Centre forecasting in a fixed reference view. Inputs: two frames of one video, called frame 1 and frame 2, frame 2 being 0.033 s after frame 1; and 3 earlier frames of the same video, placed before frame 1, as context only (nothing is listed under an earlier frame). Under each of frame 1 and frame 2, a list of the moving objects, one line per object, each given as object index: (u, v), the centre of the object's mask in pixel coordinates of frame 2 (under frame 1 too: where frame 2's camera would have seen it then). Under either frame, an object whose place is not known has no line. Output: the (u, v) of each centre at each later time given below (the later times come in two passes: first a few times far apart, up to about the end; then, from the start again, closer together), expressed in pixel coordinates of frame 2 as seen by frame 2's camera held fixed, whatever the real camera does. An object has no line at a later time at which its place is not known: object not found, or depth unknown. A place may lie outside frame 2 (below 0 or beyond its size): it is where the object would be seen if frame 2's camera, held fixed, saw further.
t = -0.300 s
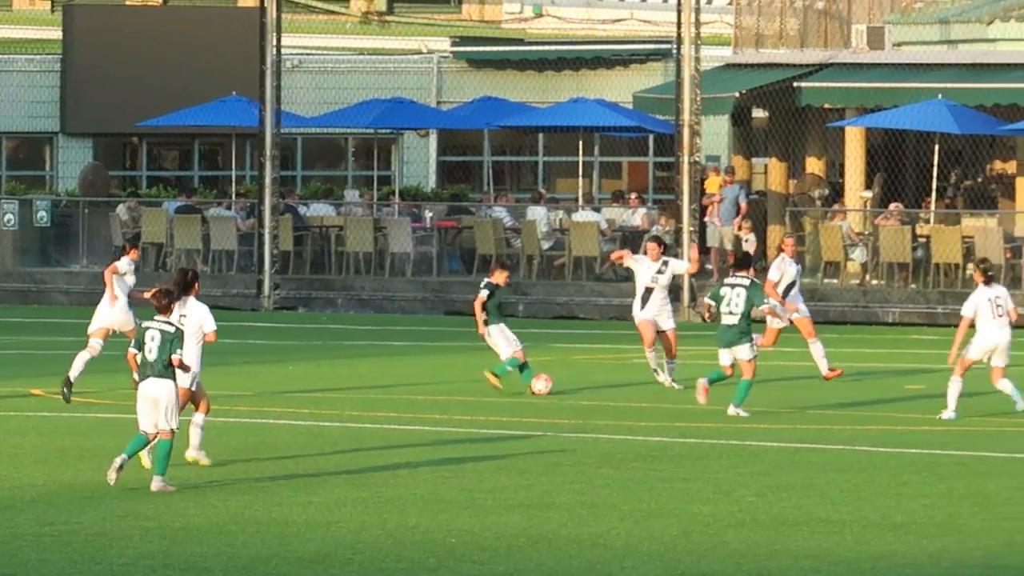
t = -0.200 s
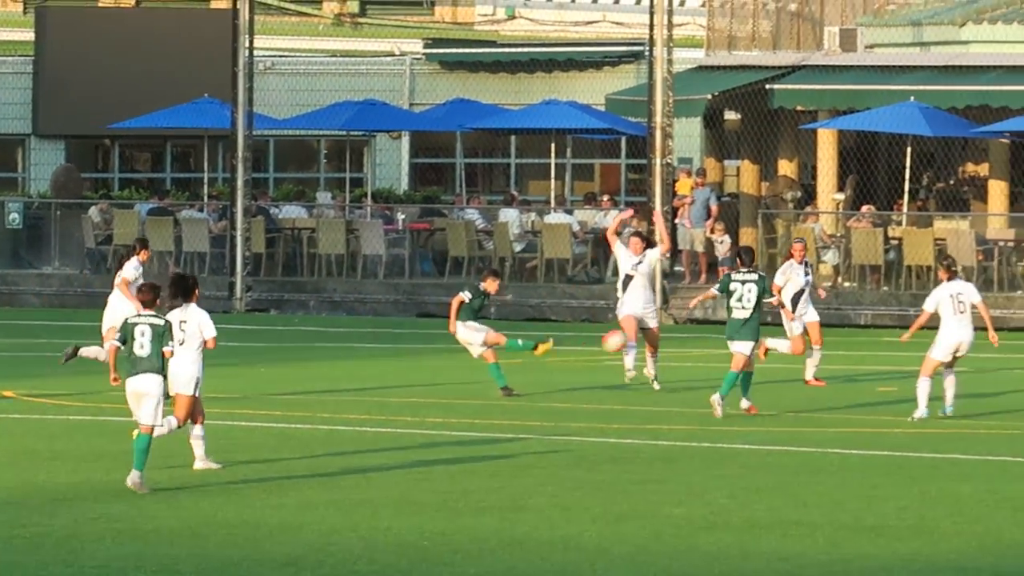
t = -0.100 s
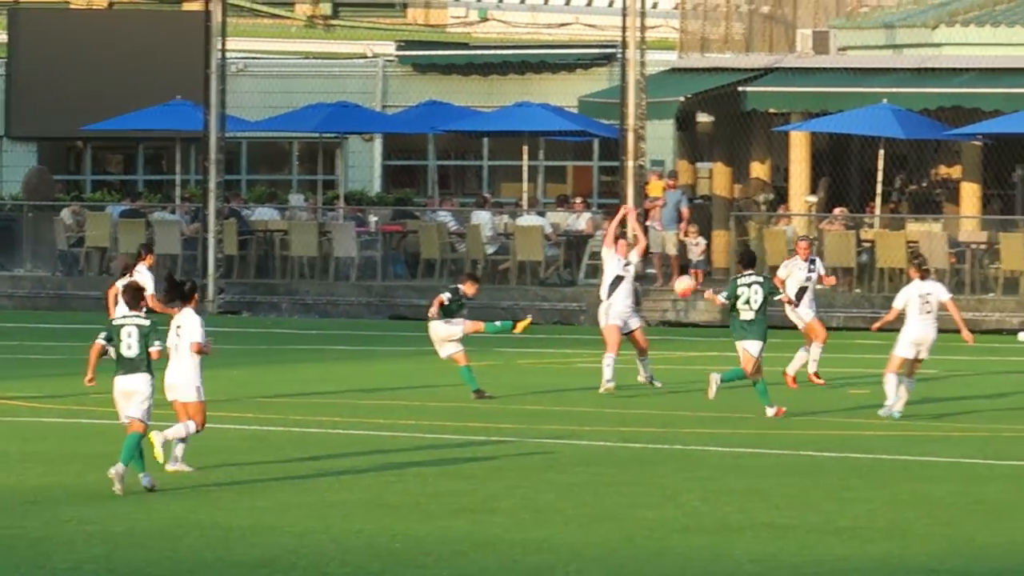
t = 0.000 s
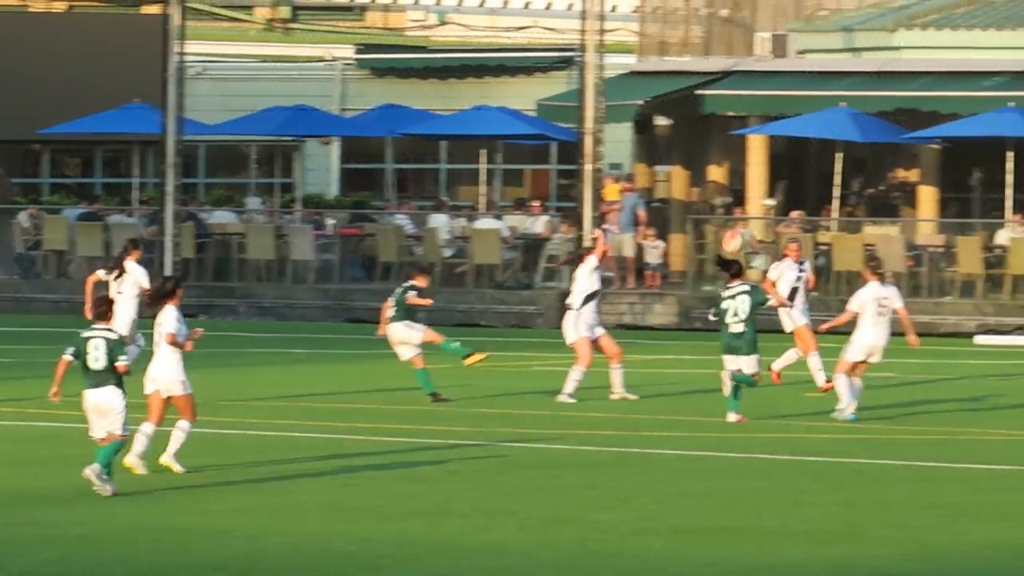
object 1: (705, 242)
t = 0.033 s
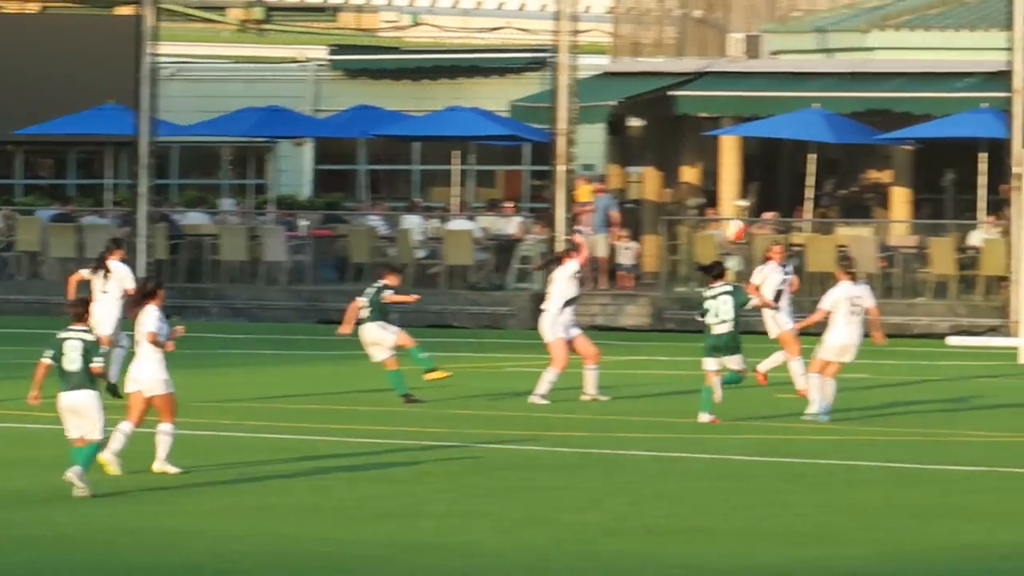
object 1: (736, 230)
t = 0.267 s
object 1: (936, 169)
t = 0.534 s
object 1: (1165, 174)
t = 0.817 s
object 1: (1404, 263)
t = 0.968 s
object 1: (1527, 348)
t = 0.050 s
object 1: (748, 223)
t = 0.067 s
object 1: (763, 217)
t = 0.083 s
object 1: (778, 211)
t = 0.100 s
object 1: (792, 207)
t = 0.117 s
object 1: (807, 201)
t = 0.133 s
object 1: (822, 196)
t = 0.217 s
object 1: (892, 177)
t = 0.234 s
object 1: (907, 174)
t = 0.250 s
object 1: (921, 172)
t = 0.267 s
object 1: (936, 169)
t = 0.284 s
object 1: (951, 168)
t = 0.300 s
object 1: (965, 166)
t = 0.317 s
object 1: (980, 164)
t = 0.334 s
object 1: (995, 163)
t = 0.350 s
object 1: (1008, 163)
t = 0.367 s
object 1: (1024, 162)
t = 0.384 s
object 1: (1039, 162)
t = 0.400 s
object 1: (1052, 162)
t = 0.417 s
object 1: (1066, 163)
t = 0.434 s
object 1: (1081, 163)
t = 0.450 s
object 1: (1095, 165)
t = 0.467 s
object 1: (1109, 166)
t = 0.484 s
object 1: (1123, 167)
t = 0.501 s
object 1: (1137, 168)
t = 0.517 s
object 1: (1152, 171)
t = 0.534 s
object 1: (1165, 174)
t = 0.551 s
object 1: (1180, 176)
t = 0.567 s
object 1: (1194, 180)
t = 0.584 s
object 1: (1208, 184)
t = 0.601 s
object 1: (1221, 186)
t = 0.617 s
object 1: (1237, 191)
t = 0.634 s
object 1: (1250, 195)
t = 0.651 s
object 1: (1265, 200)
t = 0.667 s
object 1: (1279, 204)
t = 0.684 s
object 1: (1293, 209)
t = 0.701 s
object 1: (1307, 215)
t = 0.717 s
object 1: (1319, 220)
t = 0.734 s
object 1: (1334, 227)
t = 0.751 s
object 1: (1348, 235)
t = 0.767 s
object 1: (1362, 241)
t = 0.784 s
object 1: (1375, 247)
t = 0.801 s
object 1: (1390, 255)
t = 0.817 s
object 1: (1404, 263)
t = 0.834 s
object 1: (1418, 272)
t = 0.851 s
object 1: (1430, 279)
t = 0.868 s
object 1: (1445, 288)
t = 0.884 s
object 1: (1459, 299)
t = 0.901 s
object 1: (1473, 307)
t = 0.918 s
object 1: (1486, 317)
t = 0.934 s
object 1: (1501, 327)
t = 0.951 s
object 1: (1514, 338)
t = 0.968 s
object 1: (1527, 348)
